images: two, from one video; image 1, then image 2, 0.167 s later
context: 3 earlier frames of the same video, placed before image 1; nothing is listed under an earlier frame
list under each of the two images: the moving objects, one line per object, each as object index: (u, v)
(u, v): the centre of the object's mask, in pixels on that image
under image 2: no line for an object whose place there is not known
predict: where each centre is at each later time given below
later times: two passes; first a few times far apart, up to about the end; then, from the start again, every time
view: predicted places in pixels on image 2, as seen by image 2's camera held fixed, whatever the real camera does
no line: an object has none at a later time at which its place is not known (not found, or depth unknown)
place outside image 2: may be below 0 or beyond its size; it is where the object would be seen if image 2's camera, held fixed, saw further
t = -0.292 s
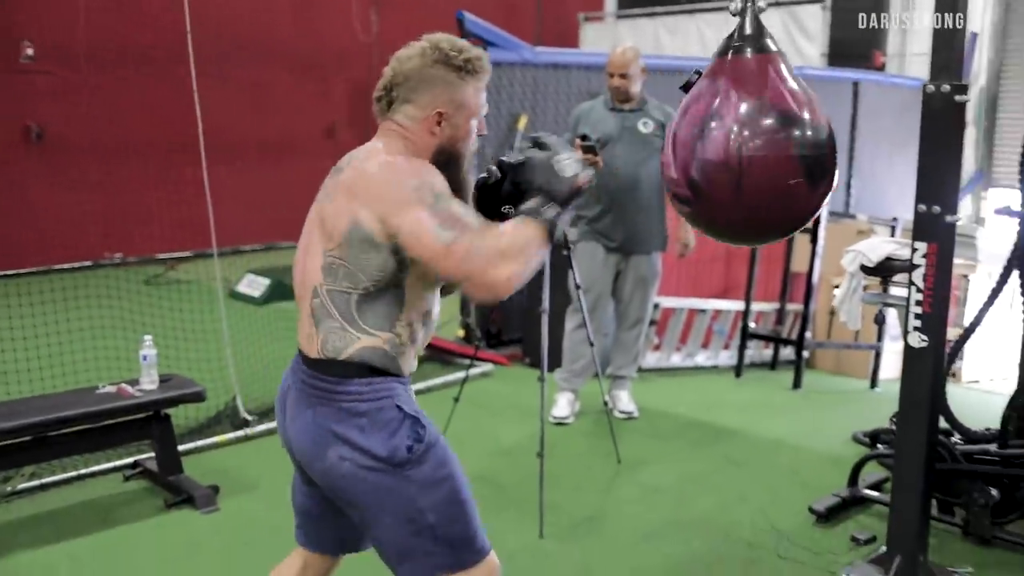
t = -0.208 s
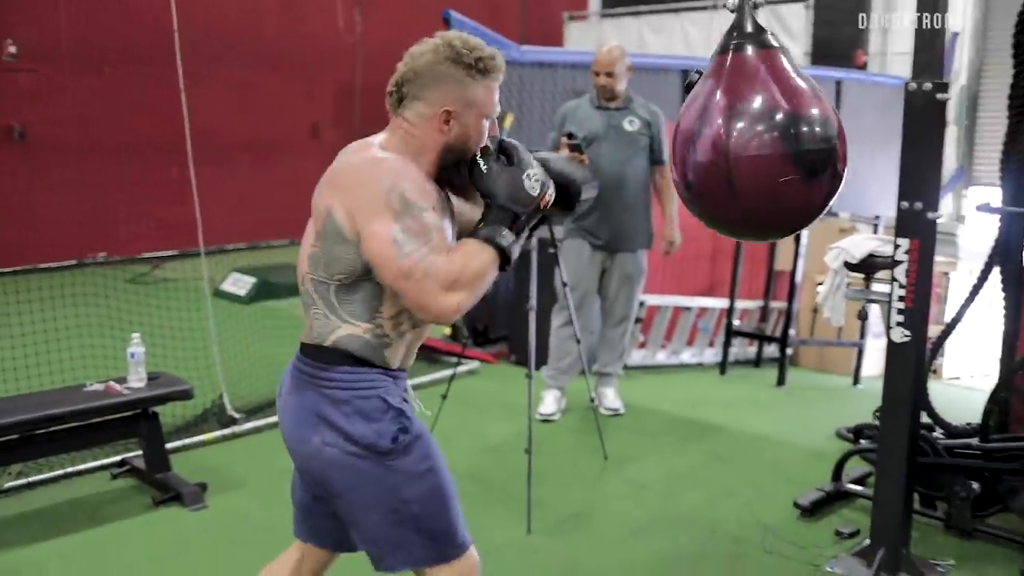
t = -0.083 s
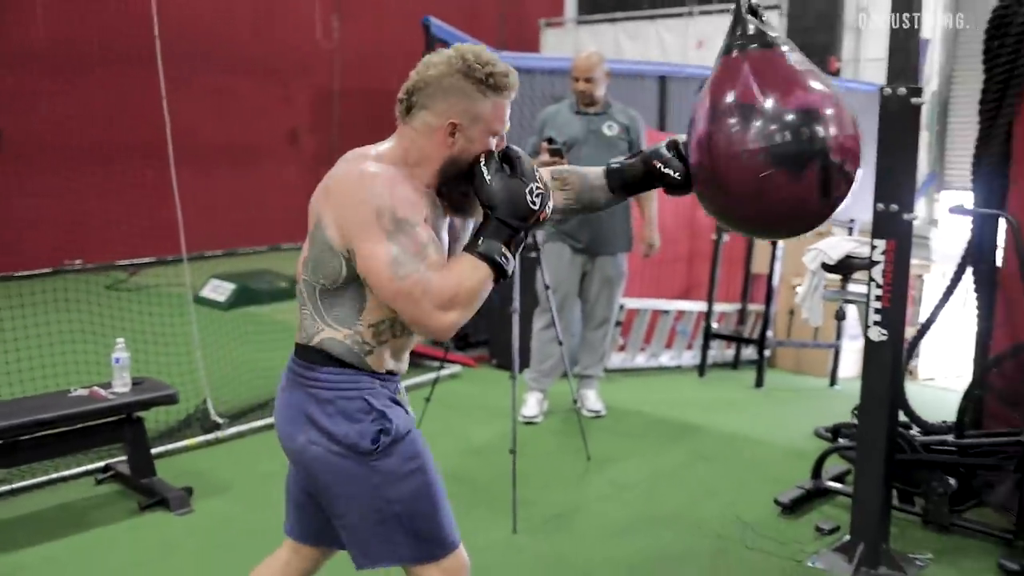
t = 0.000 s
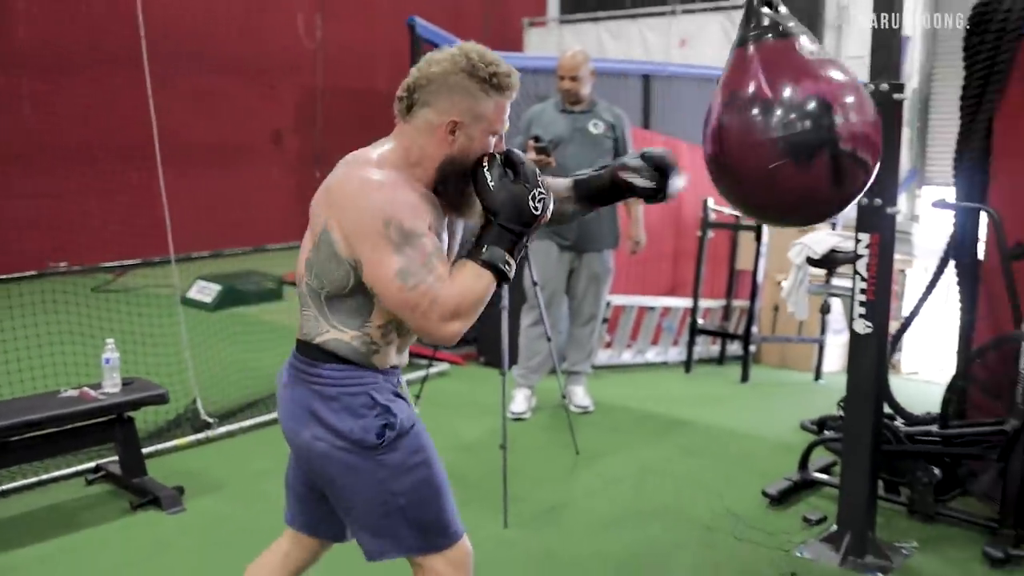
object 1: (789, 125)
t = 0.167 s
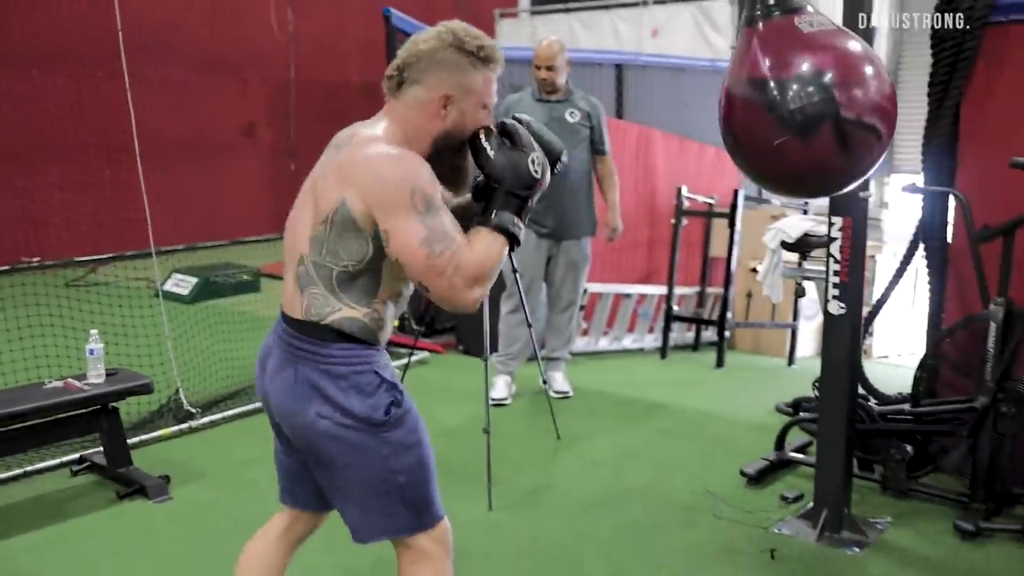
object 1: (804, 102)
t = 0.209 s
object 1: (809, 102)
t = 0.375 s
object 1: (798, 102)
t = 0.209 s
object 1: (809, 102)
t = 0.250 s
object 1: (810, 102)
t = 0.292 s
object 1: (809, 102)
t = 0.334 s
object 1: (805, 101)
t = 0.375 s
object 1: (798, 102)
